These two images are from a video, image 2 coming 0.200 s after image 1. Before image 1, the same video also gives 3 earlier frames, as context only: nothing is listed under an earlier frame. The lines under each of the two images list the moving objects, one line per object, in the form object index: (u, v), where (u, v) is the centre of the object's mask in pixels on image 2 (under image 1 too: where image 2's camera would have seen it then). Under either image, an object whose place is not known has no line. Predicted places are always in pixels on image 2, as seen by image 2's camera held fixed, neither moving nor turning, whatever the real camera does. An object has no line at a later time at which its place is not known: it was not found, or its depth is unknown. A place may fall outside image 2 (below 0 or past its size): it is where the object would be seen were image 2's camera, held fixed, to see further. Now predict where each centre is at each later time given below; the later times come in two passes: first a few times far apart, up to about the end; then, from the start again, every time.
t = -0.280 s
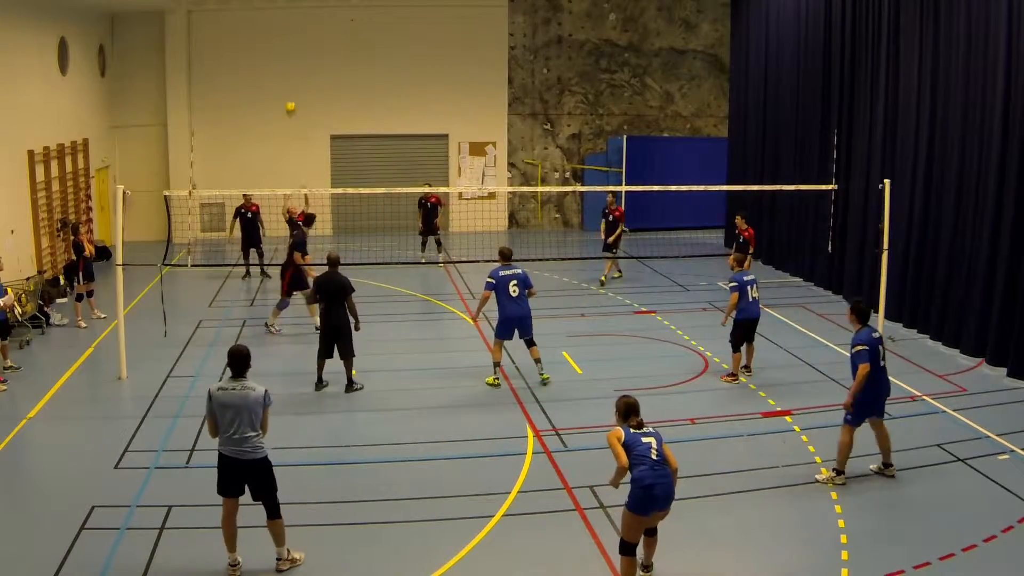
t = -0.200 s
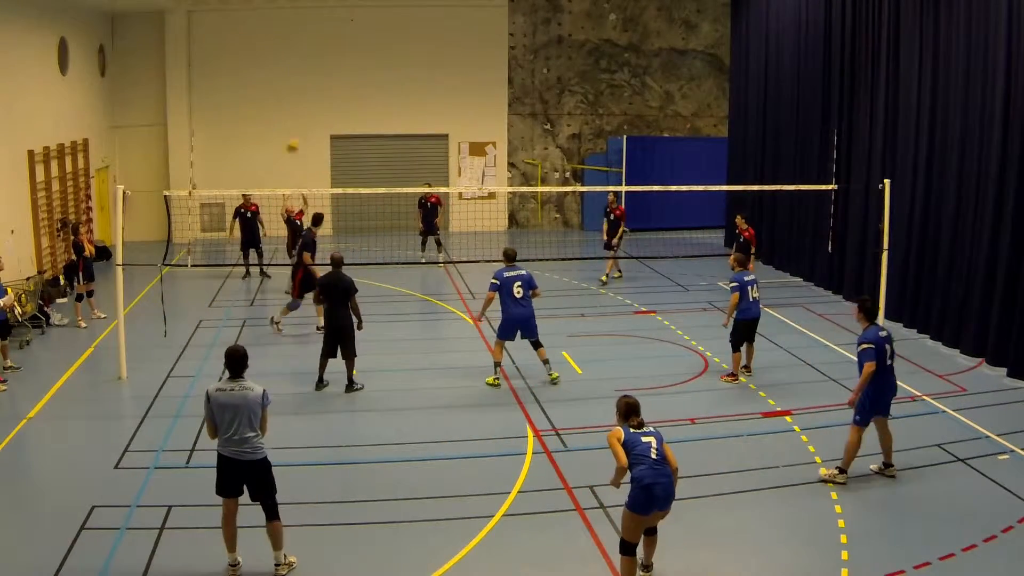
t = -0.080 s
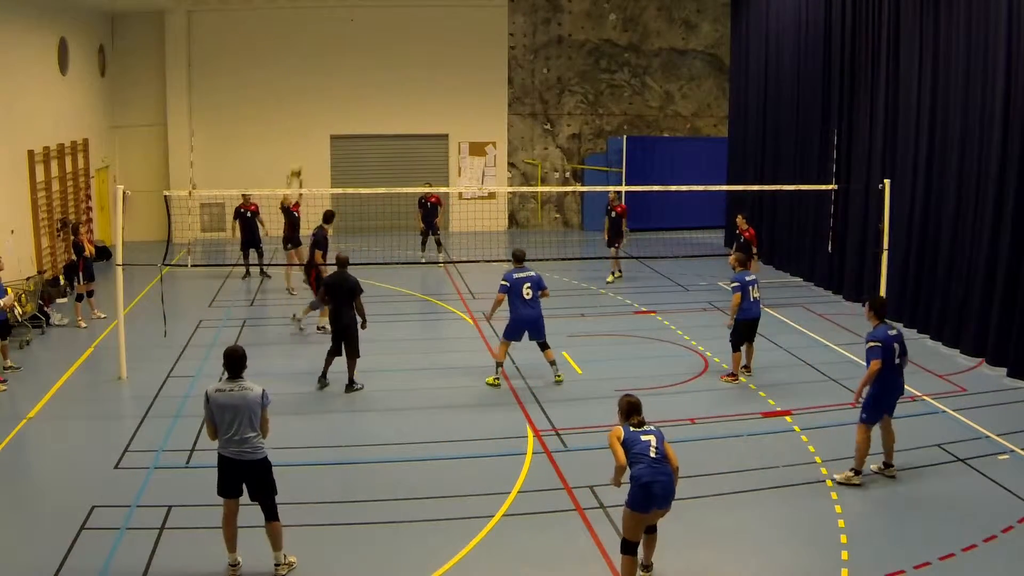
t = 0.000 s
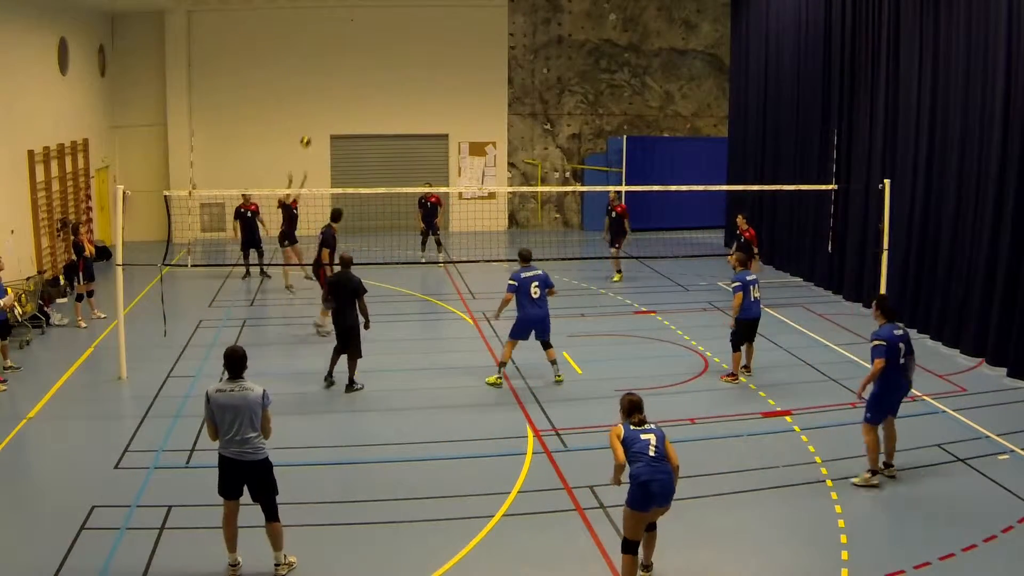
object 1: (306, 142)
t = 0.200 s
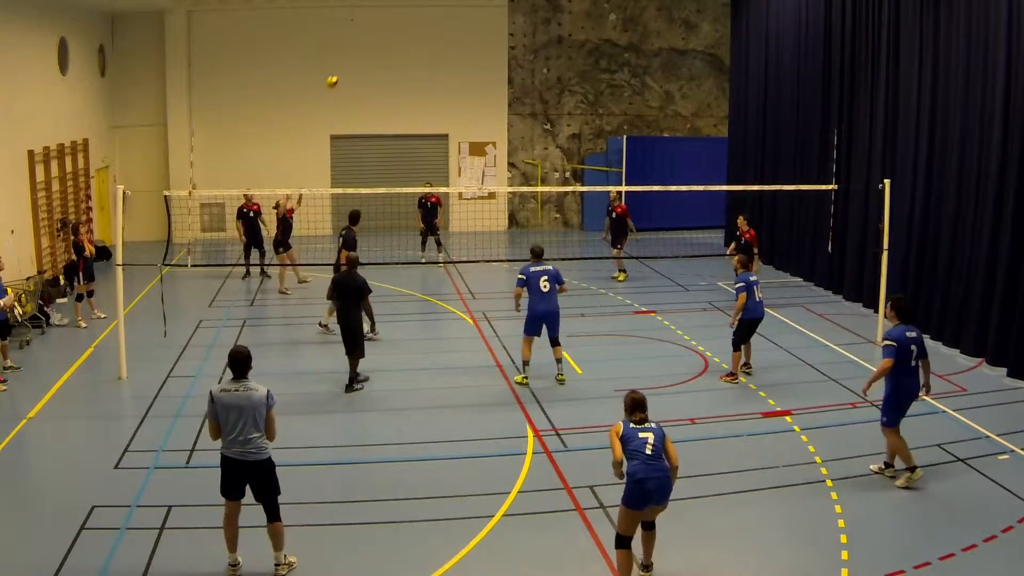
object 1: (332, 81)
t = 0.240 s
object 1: (335, 73)
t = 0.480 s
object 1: (369, 36)
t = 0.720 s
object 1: (401, 32)
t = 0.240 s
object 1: (335, 73)
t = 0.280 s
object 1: (343, 63)
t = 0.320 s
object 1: (348, 58)
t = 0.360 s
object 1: (354, 49)
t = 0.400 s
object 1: (358, 46)
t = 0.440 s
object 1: (363, 41)
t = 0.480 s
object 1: (369, 36)
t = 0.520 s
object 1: (373, 34)
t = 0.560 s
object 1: (381, 31)
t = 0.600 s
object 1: (386, 30)
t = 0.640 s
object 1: (390, 29)
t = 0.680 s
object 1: (397, 31)
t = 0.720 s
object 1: (401, 32)
